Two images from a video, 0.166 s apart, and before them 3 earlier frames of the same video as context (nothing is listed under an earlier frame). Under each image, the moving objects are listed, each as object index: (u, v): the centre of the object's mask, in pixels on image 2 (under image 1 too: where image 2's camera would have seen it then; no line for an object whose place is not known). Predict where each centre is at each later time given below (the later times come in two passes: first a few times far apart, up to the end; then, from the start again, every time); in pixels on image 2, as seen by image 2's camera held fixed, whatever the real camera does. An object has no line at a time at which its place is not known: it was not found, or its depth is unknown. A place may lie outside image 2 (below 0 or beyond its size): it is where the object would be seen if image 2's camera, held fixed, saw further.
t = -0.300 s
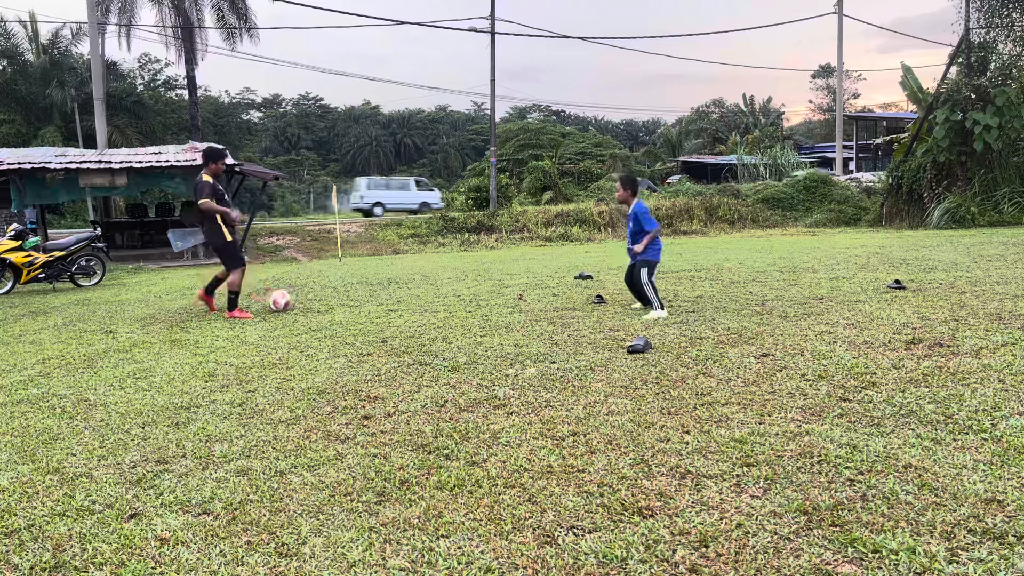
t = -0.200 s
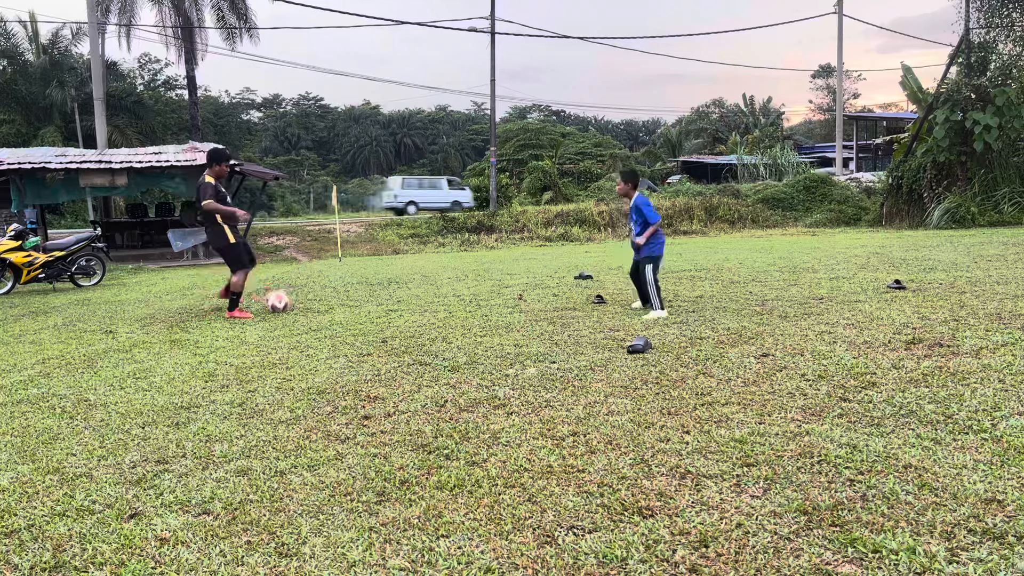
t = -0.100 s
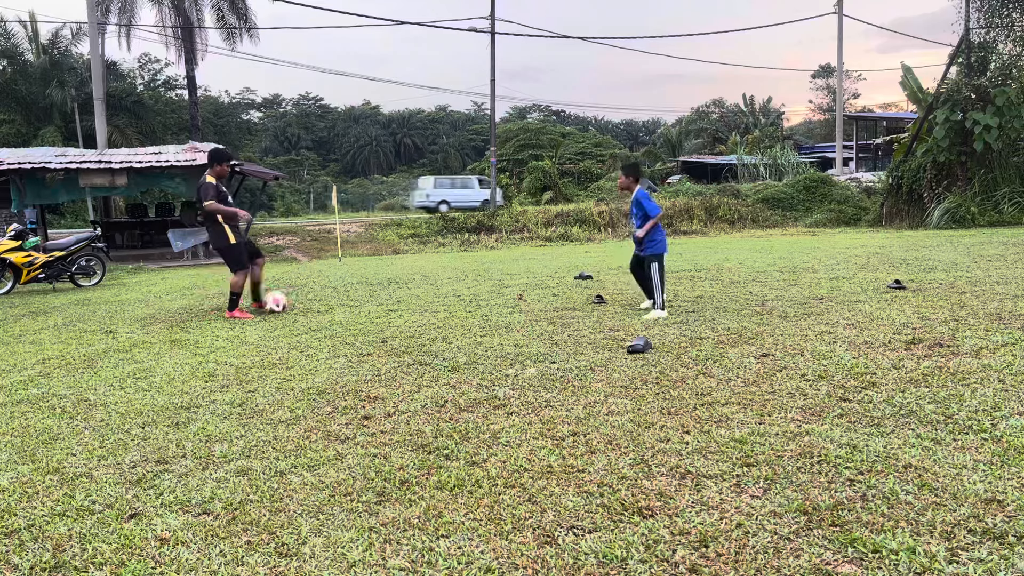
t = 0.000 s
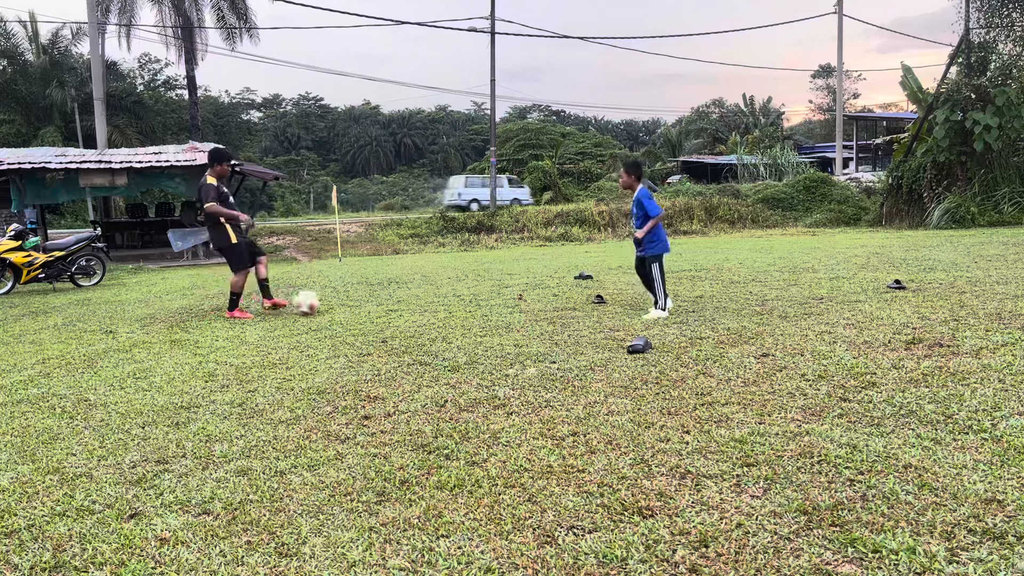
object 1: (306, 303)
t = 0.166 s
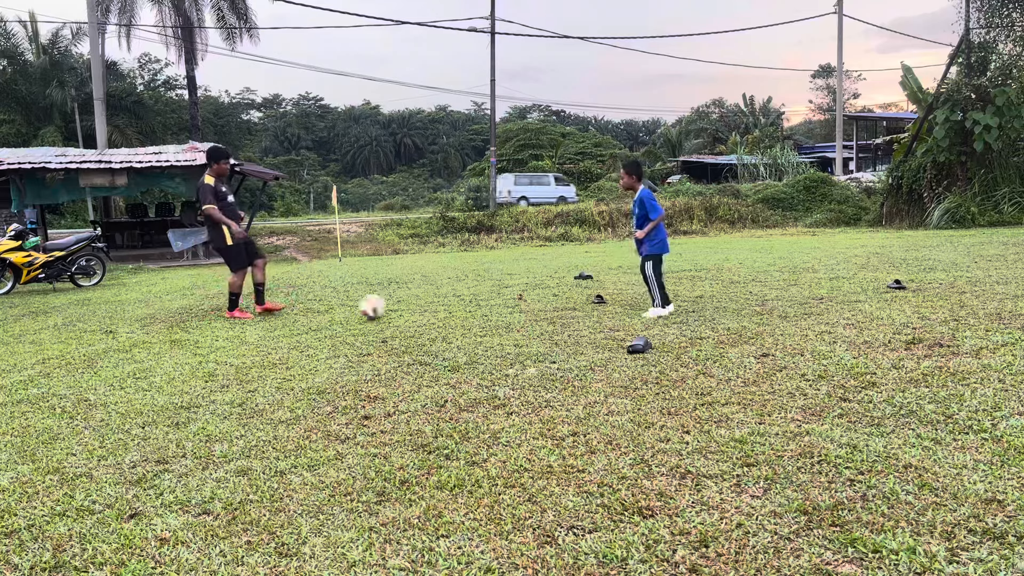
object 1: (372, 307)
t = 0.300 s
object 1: (419, 310)
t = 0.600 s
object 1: (510, 314)
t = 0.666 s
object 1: (532, 317)
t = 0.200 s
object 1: (386, 310)
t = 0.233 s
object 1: (397, 311)
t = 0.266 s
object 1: (407, 310)
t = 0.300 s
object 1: (419, 310)
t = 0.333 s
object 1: (428, 311)
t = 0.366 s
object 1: (438, 312)
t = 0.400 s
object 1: (448, 312)
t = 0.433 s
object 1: (460, 312)
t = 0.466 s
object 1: (468, 313)
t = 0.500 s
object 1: (480, 315)
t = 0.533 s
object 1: (490, 314)
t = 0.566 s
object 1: (499, 313)
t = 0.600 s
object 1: (510, 314)
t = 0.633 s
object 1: (519, 315)
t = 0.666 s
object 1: (532, 317)
